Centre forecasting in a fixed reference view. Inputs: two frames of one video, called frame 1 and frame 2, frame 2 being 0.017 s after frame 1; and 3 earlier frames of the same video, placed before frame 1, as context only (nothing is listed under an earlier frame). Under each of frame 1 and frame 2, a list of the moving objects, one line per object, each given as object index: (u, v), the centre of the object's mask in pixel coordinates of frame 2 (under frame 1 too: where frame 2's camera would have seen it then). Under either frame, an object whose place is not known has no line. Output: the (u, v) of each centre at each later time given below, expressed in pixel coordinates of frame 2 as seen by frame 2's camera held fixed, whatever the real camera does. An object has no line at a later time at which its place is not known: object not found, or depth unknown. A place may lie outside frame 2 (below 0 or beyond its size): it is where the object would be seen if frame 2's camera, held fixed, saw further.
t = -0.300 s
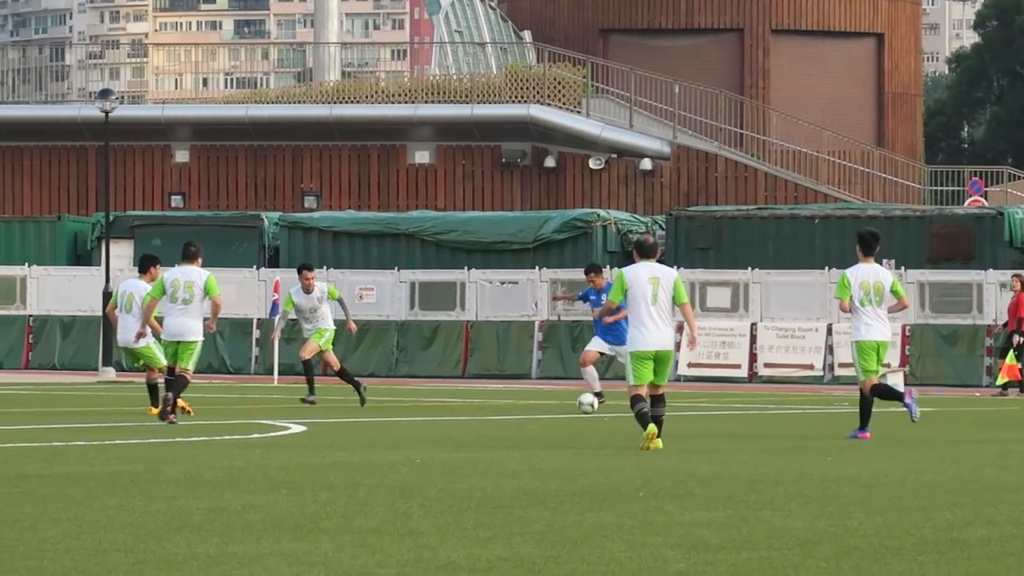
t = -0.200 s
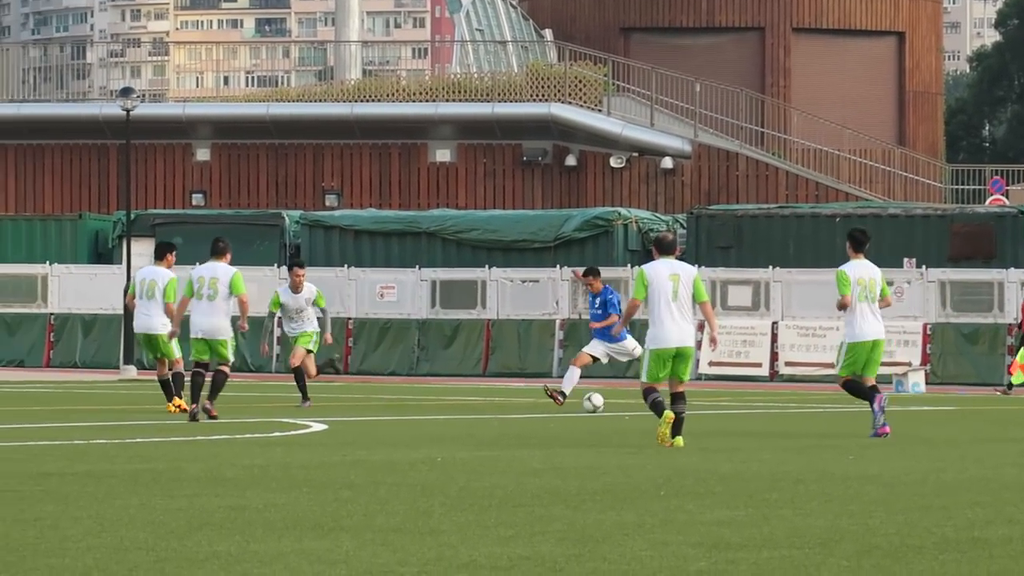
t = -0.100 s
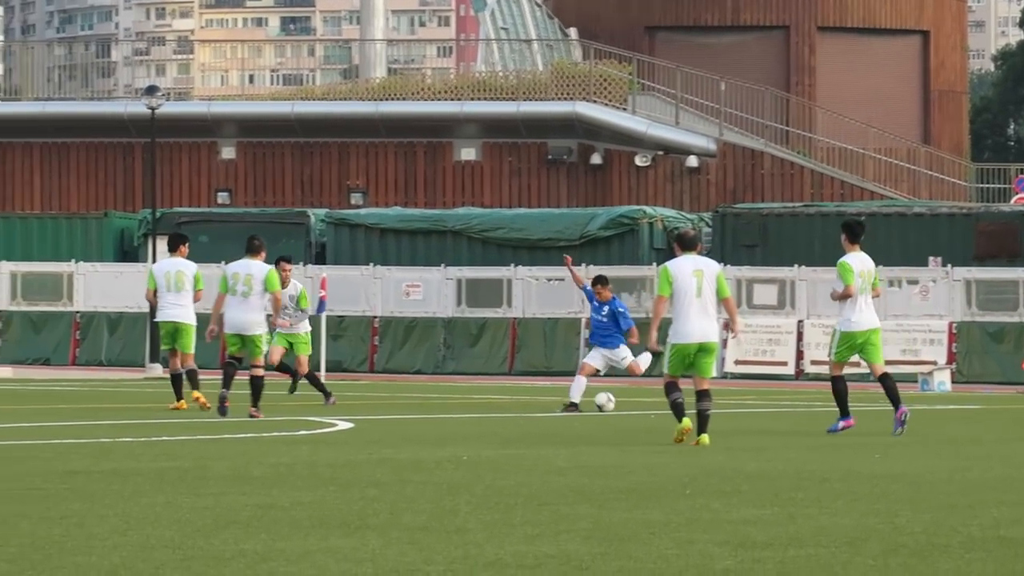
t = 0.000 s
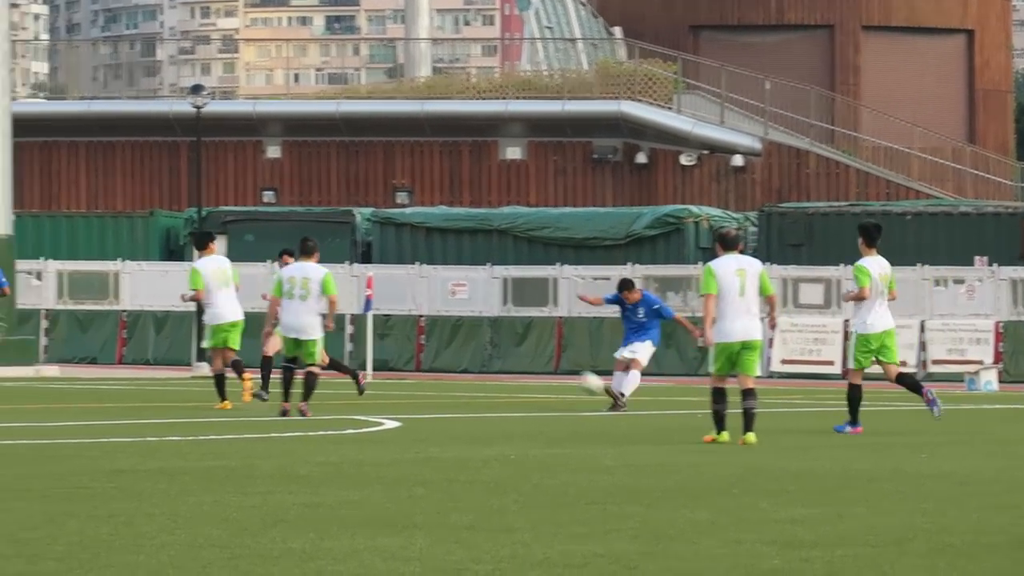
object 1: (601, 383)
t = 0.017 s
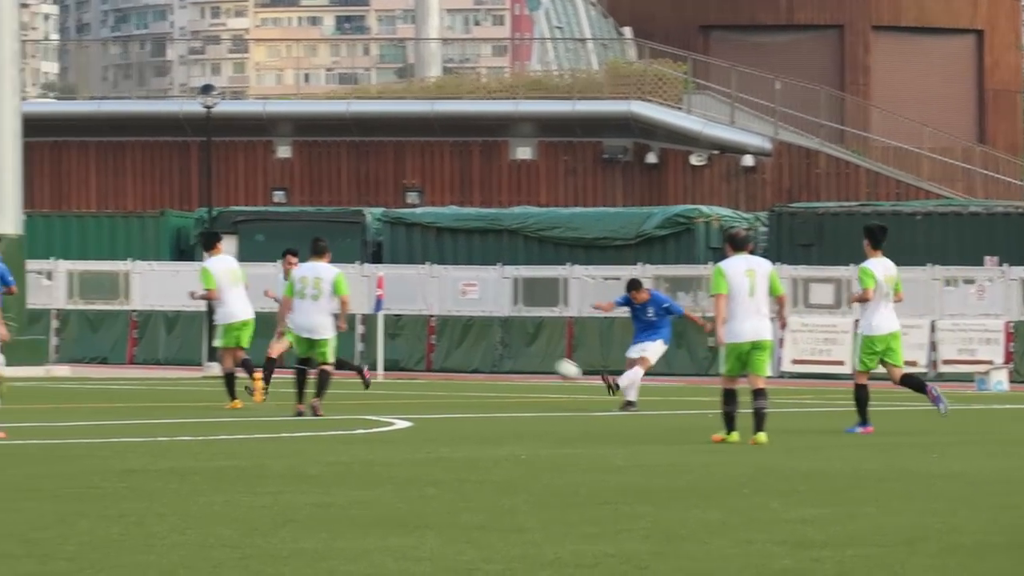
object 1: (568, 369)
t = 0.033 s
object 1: (535, 356)
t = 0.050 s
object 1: (501, 344)
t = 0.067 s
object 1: (467, 332)
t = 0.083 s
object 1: (434, 320)
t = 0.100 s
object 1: (401, 308)
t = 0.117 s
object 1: (370, 299)
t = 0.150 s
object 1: (302, 274)
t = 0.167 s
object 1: (269, 262)
